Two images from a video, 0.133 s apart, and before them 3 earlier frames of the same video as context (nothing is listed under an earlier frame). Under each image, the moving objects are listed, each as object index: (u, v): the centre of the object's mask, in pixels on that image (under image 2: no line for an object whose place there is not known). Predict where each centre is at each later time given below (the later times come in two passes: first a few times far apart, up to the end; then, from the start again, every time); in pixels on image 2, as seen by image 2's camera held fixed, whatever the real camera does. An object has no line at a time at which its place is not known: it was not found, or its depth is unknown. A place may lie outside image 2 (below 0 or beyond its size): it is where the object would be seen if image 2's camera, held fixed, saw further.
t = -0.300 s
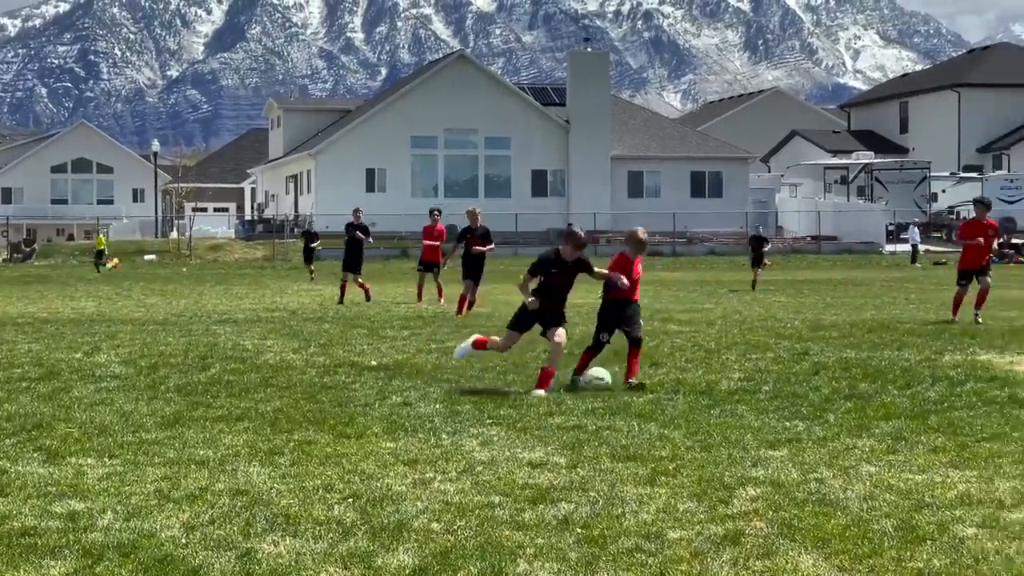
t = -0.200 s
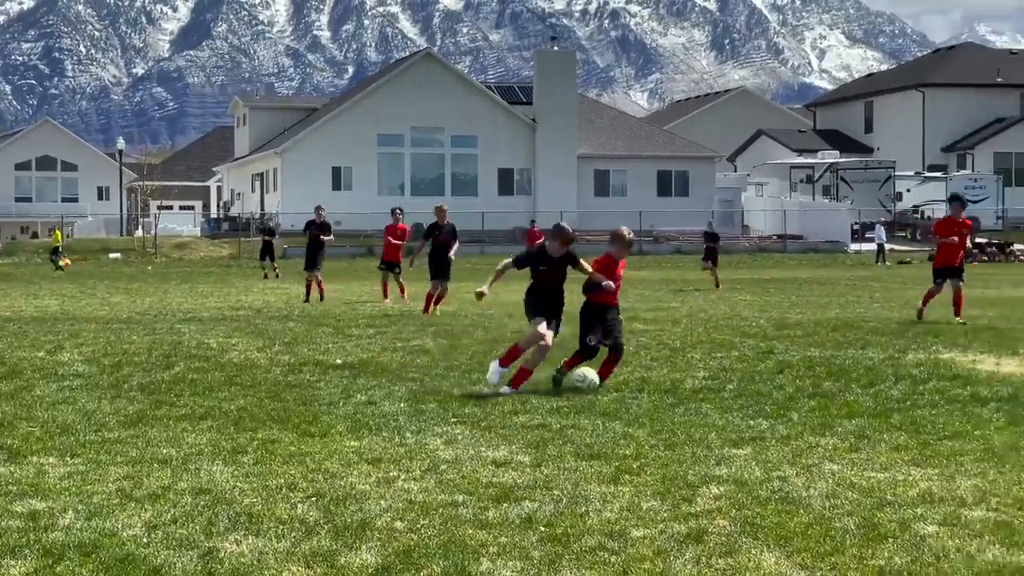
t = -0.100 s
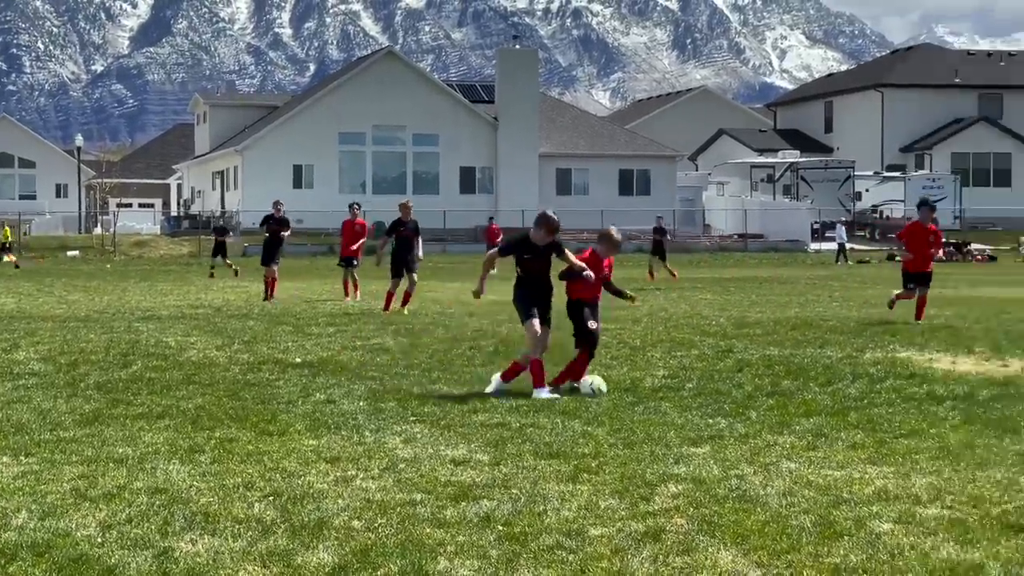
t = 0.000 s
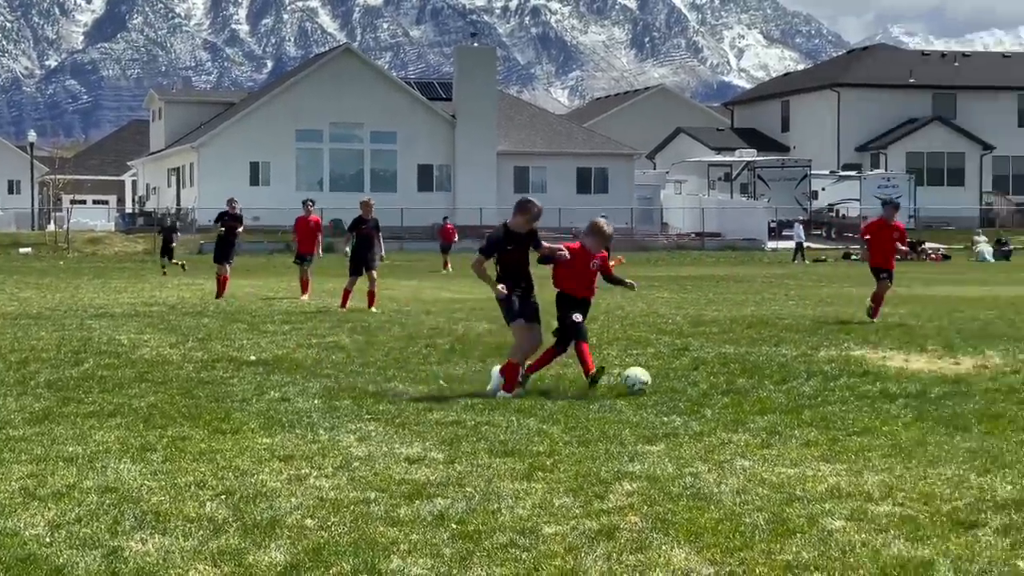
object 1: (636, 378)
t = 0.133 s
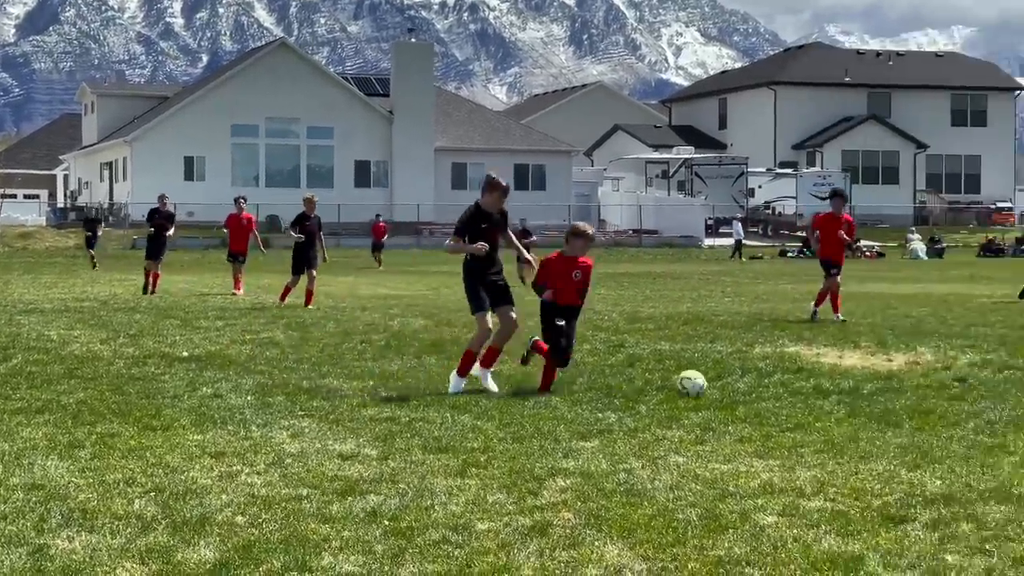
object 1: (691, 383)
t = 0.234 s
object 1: (773, 388)
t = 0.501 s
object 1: (962, 395)
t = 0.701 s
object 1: (1097, 403)
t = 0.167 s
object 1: (721, 386)
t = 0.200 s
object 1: (749, 387)
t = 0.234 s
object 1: (773, 388)
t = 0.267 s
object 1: (797, 389)
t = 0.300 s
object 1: (822, 390)
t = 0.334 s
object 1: (845, 391)
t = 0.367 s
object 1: (870, 394)
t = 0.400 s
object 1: (894, 394)
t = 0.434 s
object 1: (917, 395)
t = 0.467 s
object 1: (939, 393)
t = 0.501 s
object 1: (962, 395)
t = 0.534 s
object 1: (983, 397)
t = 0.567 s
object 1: (1006, 399)
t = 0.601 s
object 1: (1030, 402)
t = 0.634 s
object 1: (1052, 401)
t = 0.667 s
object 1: (1075, 404)
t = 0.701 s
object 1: (1097, 403)
